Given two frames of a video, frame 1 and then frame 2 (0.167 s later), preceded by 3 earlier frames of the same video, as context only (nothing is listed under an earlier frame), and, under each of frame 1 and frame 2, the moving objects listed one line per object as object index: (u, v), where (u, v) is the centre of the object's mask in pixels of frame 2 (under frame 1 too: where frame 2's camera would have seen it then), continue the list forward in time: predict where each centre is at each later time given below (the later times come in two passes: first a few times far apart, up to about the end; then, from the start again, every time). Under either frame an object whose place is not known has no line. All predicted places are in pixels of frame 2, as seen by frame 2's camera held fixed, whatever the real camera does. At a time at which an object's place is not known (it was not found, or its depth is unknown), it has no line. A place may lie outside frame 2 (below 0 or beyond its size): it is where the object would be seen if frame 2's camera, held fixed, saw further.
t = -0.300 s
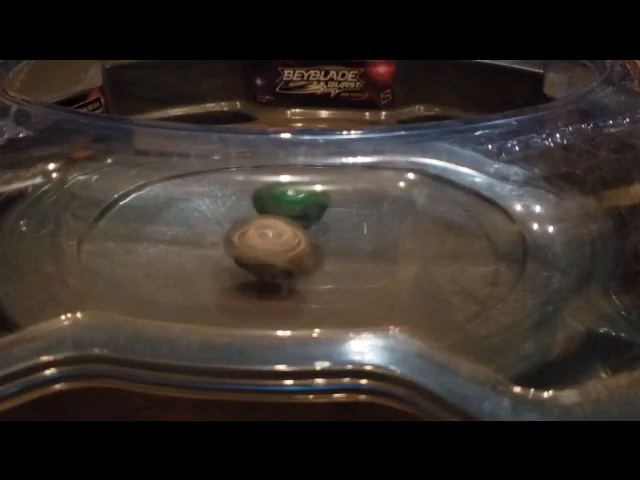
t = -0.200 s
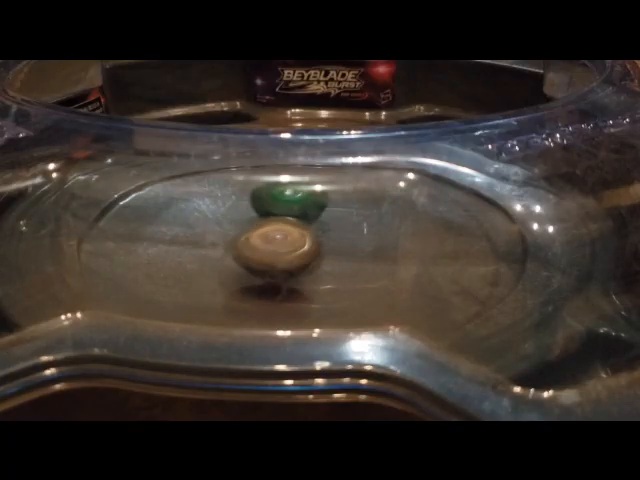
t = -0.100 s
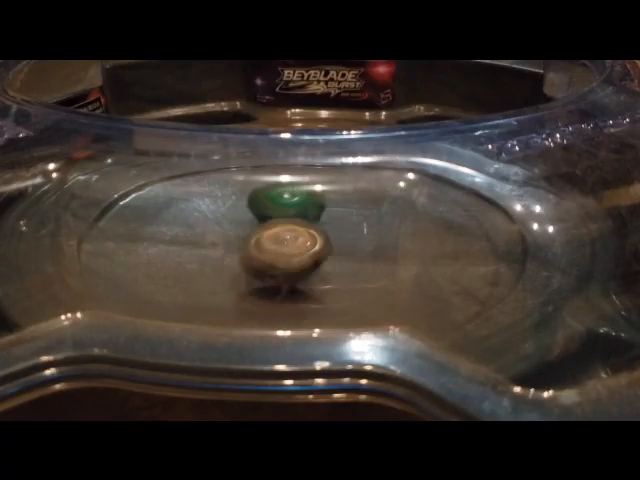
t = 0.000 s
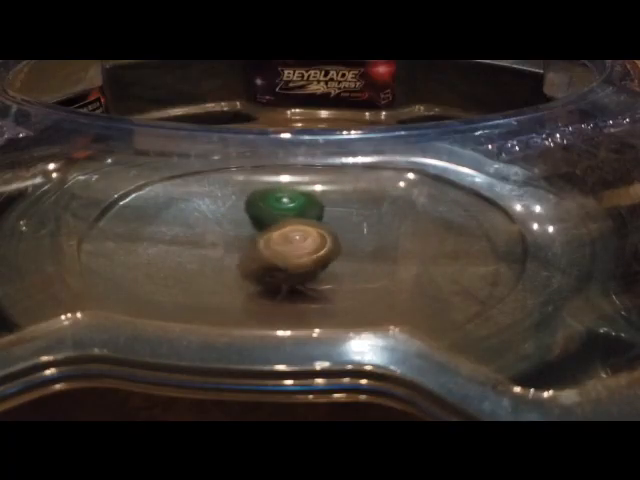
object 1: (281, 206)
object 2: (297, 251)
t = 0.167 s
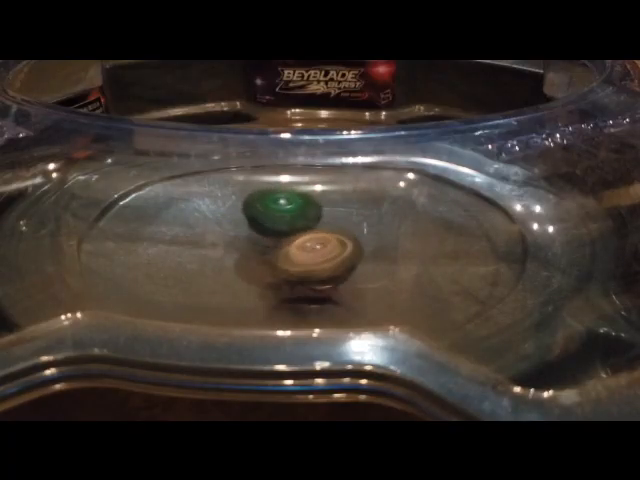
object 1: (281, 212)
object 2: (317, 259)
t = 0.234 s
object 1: (281, 215)
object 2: (320, 265)
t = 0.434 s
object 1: (273, 223)
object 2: (331, 259)
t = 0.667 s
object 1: (273, 223)
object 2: (338, 257)
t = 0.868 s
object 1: (251, 215)
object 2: (374, 256)
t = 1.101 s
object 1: (253, 214)
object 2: (378, 249)
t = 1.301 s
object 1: (265, 215)
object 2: (371, 244)
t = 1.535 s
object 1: (279, 217)
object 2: (372, 233)
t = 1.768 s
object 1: (268, 214)
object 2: (407, 224)
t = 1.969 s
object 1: (268, 212)
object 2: (421, 221)
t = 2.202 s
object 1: (285, 215)
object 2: (394, 230)
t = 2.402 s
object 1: (256, 216)
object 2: (400, 227)
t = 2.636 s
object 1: (246, 217)
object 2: (382, 223)
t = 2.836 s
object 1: (259, 220)
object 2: (357, 214)
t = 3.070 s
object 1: (285, 230)
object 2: (339, 202)
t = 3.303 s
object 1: (315, 235)
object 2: (330, 196)
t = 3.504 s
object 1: (337, 234)
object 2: (320, 198)
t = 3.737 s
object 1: (352, 233)
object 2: (302, 203)
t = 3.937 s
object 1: (350, 229)
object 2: (287, 205)
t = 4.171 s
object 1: (356, 228)
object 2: (256, 199)
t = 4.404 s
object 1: (345, 228)
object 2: (252, 201)
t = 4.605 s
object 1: (332, 230)
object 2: (255, 207)
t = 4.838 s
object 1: (325, 233)
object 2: (251, 210)
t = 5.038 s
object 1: (323, 235)
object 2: (249, 214)
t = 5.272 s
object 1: (326, 240)
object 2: (252, 216)
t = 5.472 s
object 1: (363, 246)
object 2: (228, 210)
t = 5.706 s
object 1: (369, 240)
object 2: (242, 218)
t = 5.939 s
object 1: (359, 229)
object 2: (263, 223)
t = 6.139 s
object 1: (340, 223)
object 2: (250, 235)
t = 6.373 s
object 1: (312, 217)
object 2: (233, 237)
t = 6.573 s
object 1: (301, 214)
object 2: (231, 238)
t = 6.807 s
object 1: (298, 211)
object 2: (238, 246)
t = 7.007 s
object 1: (301, 211)
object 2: (254, 250)
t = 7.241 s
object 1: (310, 212)
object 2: (272, 257)
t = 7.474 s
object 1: (321, 214)
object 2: (286, 259)
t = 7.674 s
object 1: (331, 215)
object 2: (293, 260)
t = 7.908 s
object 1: (336, 212)
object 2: (299, 257)
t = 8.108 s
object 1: (332, 210)
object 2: (309, 257)
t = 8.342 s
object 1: (320, 209)
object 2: (309, 259)
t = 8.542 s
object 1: (309, 209)
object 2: (310, 260)
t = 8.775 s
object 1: (305, 211)
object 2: (314, 266)
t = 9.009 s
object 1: (304, 210)
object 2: (319, 265)
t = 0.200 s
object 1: (281, 213)
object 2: (319, 265)
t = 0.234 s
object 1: (281, 215)
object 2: (320, 265)
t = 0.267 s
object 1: (280, 216)
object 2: (322, 265)
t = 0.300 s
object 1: (279, 219)
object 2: (324, 265)
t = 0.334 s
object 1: (279, 220)
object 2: (324, 265)
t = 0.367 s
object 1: (278, 221)
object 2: (326, 265)
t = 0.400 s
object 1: (275, 222)
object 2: (329, 265)
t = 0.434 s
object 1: (273, 223)
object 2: (331, 259)
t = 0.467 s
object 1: (273, 223)
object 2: (332, 259)
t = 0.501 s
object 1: (272, 223)
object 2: (331, 259)
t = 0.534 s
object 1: (270, 223)
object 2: (335, 259)
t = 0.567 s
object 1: (270, 223)
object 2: (338, 259)
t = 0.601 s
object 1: (270, 223)
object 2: (338, 259)
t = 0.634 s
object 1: (271, 223)
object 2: (338, 258)
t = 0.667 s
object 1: (273, 223)
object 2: (338, 257)
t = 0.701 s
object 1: (273, 223)
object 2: (337, 256)
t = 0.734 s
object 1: (271, 222)
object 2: (342, 256)
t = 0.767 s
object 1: (261, 220)
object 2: (358, 256)
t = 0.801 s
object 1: (254, 218)
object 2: (368, 258)
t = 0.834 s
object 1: (252, 216)
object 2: (372, 257)
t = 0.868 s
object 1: (251, 215)
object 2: (374, 256)
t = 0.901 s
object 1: (251, 215)
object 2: (377, 254)
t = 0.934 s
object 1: (251, 214)
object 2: (379, 254)
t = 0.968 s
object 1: (251, 214)
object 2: (379, 253)
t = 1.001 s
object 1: (251, 214)
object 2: (379, 251)
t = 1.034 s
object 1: (251, 214)
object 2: (379, 251)
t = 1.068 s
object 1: (252, 214)
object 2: (379, 250)
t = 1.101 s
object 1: (253, 214)
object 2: (378, 249)
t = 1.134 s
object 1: (254, 214)
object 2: (377, 249)
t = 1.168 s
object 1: (256, 214)
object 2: (376, 248)
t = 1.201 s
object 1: (257, 214)
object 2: (375, 247)
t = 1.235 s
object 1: (259, 214)
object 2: (373, 246)
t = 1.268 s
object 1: (261, 215)
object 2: (372, 245)
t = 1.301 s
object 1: (265, 215)
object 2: (371, 244)
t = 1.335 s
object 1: (269, 216)
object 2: (369, 243)
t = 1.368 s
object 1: (273, 216)
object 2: (367, 242)
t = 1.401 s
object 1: (278, 218)
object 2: (366, 241)
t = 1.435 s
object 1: (282, 219)
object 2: (364, 238)
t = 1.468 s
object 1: (281, 220)
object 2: (366, 235)
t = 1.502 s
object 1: (278, 218)
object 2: (371, 234)
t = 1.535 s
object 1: (279, 217)
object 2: (372, 233)
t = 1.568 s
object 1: (282, 217)
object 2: (373, 231)
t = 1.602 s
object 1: (284, 219)
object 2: (374, 229)
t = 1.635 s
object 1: (286, 219)
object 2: (374, 228)
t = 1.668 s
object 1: (289, 219)
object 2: (374, 228)
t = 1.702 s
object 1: (289, 219)
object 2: (377, 227)
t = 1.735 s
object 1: (277, 216)
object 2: (395, 226)
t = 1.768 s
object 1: (268, 214)
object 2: (407, 224)
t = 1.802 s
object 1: (264, 213)
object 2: (412, 223)
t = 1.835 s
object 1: (264, 213)
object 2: (418, 223)
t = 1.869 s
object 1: (264, 212)
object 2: (420, 222)
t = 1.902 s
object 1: (265, 212)
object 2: (422, 221)
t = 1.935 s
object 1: (266, 212)
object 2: (421, 222)
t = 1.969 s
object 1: (268, 212)
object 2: (421, 221)
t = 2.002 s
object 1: (269, 212)
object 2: (419, 221)
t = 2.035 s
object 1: (272, 213)
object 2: (416, 222)
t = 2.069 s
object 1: (275, 213)
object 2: (413, 222)
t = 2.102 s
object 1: (277, 214)
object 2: (410, 223)
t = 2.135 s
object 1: (279, 214)
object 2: (406, 225)
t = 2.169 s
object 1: (282, 214)
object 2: (400, 228)
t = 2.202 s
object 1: (285, 215)
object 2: (394, 230)
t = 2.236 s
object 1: (288, 215)
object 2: (388, 230)
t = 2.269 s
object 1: (291, 216)
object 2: (380, 230)
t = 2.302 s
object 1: (291, 216)
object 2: (375, 231)
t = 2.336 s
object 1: (275, 215)
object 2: (390, 229)
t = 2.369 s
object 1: (262, 216)
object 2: (398, 227)
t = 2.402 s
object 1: (256, 216)
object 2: (400, 227)
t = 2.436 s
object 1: (252, 216)
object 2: (398, 227)
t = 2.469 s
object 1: (250, 216)
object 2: (396, 225)
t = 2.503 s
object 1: (248, 215)
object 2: (394, 226)
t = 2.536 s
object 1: (247, 215)
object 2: (391, 224)
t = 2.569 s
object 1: (246, 216)
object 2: (389, 224)
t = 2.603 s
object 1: (245, 216)
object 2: (386, 224)
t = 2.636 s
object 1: (246, 217)
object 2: (382, 223)
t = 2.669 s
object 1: (247, 217)
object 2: (378, 222)
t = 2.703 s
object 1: (248, 217)
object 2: (375, 220)
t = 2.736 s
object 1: (250, 218)
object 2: (371, 219)
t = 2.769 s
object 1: (252, 219)
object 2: (367, 217)
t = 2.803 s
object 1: (256, 219)
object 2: (362, 216)
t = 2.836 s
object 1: (259, 220)
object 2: (357, 214)
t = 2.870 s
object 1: (264, 222)
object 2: (352, 213)
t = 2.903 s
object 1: (268, 223)
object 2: (348, 212)
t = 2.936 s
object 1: (273, 224)
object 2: (345, 211)
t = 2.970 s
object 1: (275, 226)
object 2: (343, 210)
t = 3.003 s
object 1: (277, 227)
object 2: (343, 207)
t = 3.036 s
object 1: (281, 228)
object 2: (341, 205)
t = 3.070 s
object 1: (285, 230)
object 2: (339, 202)
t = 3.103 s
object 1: (288, 231)
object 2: (337, 200)
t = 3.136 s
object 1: (293, 232)
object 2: (336, 199)
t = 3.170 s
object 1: (297, 233)
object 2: (335, 198)
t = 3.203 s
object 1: (303, 234)
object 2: (334, 197)
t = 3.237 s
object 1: (307, 234)
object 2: (333, 196)
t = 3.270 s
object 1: (311, 235)
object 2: (332, 196)
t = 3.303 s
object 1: (315, 235)
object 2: (330, 196)
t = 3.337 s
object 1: (319, 235)
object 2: (329, 197)
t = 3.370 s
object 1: (322, 235)
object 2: (326, 196)
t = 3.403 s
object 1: (326, 236)
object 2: (324, 197)
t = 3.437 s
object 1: (329, 235)
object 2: (323, 198)
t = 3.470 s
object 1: (333, 235)
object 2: (321, 198)
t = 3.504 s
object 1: (337, 234)
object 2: (320, 198)
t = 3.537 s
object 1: (339, 233)
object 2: (318, 198)
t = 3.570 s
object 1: (343, 234)
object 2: (316, 199)
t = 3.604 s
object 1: (345, 234)
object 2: (314, 200)
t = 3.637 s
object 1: (348, 233)
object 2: (312, 201)
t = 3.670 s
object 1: (348, 233)
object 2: (309, 201)
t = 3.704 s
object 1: (351, 233)
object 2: (305, 202)
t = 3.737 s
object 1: (352, 233)
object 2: (302, 203)
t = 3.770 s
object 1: (353, 232)
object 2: (298, 204)
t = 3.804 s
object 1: (352, 232)
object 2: (295, 205)
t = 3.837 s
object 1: (353, 231)
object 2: (293, 205)
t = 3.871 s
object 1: (352, 231)
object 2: (290, 205)
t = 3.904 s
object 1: (351, 230)
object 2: (289, 205)
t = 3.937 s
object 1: (350, 229)
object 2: (287, 205)
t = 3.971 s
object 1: (348, 228)
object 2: (285, 205)
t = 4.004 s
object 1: (346, 227)
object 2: (283, 205)
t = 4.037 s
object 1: (346, 227)
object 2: (280, 204)
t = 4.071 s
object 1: (353, 227)
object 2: (269, 203)
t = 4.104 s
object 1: (356, 228)
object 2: (263, 201)
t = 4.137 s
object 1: (356, 228)
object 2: (259, 200)
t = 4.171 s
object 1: (356, 228)
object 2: (256, 199)
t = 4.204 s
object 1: (355, 229)
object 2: (253, 198)
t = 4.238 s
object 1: (355, 228)
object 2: (252, 199)
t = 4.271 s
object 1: (353, 228)
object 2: (251, 199)
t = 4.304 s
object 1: (352, 228)
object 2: (251, 199)
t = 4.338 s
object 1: (350, 228)
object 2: (251, 199)
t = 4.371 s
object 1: (347, 228)
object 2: (252, 200)
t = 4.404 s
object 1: (345, 228)
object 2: (252, 201)
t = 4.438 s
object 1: (342, 228)
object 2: (253, 202)
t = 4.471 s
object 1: (339, 228)
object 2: (254, 203)
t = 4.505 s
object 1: (336, 228)
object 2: (255, 206)
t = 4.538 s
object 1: (333, 228)
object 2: (256, 206)
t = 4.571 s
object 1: (330, 228)
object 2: (258, 207)
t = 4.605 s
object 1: (332, 230)
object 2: (255, 207)
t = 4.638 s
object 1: (332, 230)
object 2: (255, 207)
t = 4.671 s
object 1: (330, 231)
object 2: (255, 207)
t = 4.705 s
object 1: (328, 231)
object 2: (255, 208)
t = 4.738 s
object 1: (326, 231)
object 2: (255, 209)
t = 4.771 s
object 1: (326, 232)
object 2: (253, 210)
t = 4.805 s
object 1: (326, 232)
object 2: (252, 210)
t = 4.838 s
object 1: (325, 233)
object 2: (251, 210)
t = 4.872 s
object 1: (325, 233)
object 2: (250, 211)
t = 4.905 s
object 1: (324, 234)
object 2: (249, 212)
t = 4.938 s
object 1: (323, 234)
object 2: (249, 212)
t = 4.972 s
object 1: (323, 235)
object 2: (249, 213)
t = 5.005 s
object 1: (323, 235)
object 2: (248, 214)
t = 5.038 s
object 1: (323, 235)
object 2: (249, 214)
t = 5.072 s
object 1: (323, 236)
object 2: (249, 215)
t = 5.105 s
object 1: (325, 236)
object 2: (249, 214)
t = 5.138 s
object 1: (325, 238)
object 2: (249, 214)
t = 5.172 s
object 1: (325, 239)
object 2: (250, 214)
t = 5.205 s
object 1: (325, 239)
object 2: (251, 215)
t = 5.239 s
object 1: (325, 239)
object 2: (251, 215)
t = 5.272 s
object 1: (326, 240)
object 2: (252, 216)
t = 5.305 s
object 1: (327, 240)
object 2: (252, 216)
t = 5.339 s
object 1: (343, 242)
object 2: (239, 213)
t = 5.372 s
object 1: (353, 245)
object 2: (230, 211)
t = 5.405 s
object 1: (357, 245)
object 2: (227, 210)
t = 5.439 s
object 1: (361, 246)
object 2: (227, 210)
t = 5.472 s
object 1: (363, 246)
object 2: (228, 210)
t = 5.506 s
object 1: (365, 245)
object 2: (229, 211)
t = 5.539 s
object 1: (367, 245)
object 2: (231, 211)
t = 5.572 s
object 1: (369, 244)
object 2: (232, 211)
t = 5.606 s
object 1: (370, 243)
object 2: (234, 215)
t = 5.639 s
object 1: (370, 243)
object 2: (237, 216)
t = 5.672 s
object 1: (370, 241)
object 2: (241, 212)
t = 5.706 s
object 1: (369, 240)
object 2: (242, 218)
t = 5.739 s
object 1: (368, 239)
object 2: (246, 219)
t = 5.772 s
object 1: (366, 238)
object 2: (251, 223)
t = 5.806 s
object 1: (364, 237)
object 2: (254, 225)
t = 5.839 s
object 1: (360, 234)
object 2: (261, 225)
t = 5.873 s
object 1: (356, 233)
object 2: (268, 227)
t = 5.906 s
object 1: (355, 231)
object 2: (270, 228)
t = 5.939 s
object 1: (359, 229)
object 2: (263, 223)
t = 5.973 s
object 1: (358, 228)
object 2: (259, 224)
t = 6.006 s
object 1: (354, 227)
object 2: (258, 225)
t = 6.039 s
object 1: (350, 226)
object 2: (256, 231)
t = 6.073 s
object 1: (346, 225)
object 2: (254, 233)
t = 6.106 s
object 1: (341, 224)
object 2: (254, 233)
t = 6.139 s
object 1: (340, 223)
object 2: (250, 235)
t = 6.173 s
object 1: (338, 222)
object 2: (245, 236)
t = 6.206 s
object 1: (333, 220)
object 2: (242, 237)
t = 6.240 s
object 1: (329, 220)
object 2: (240, 237)
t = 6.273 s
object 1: (325, 219)
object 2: (238, 237)
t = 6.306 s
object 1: (321, 218)
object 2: (237, 237)
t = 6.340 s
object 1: (316, 218)
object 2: (234, 238)
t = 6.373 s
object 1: (312, 217)
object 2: (233, 237)
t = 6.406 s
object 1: (310, 216)
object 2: (231, 237)
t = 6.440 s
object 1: (308, 216)
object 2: (232, 237)
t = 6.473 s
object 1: (307, 215)
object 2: (230, 238)
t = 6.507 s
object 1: (305, 215)
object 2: (230, 238)
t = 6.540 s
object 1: (303, 214)
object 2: (231, 238)
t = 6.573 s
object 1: (301, 214)
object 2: (231, 238)
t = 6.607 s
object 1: (299, 213)
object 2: (232, 238)
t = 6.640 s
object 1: (299, 212)
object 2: (234, 240)
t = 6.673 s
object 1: (297, 212)
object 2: (235, 241)
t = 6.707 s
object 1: (297, 211)
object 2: (238, 242)
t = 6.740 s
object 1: (296, 211)
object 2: (240, 242)
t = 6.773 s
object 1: (297, 211)
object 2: (239, 244)
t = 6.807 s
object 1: (298, 211)
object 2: (238, 246)
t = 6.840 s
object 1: (299, 211)
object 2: (242, 246)
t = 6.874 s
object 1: (299, 211)
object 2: (244, 247)
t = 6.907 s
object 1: (300, 210)
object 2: (246, 248)
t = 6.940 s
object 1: (300, 210)
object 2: (250, 250)
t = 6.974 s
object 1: (301, 211)
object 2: (252, 250)
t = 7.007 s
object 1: (301, 211)
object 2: (254, 250)
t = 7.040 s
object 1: (302, 211)
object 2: (257, 250)
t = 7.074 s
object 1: (302, 212)
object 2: (259, 252)
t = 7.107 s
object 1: (305, 211)
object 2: (262, 251)
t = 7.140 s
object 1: (304, 212)
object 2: (263, 253)
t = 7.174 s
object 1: (306, 212)
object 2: (266, 255)
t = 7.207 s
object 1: (307, 212)
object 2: (270, 257)
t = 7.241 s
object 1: (310, 212)
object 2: (272, 257)
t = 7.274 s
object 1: (311, 213)
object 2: (274, 258)
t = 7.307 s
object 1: (311, 213)
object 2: (276, 258)
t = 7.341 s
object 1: (314, 213)
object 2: (279, 258)
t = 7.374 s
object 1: (316, 214)
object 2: (281, 258)
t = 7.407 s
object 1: (317, 215)
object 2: (283, 259)
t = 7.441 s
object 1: (319, 215)
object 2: (284, 259)
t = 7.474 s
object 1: (321, 214)
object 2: (286, 259)
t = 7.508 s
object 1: (323, 215)
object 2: (287, 258)
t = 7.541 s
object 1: (324, 215)
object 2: (289, 259)
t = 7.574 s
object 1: (326, 215)
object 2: (289, 259)
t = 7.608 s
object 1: (328, 215)
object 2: (290, 259)
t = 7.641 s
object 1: (330, 216)
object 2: (292, 260)
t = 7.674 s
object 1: (331, 215)
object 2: (293, 260)
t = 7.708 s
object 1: (333, 215)
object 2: (295, 260)
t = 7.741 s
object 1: (334, 215)
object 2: (296, 257)
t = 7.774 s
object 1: (335, 215)
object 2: (297, 257)
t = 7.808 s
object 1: (336, 214)
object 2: (299, 257)
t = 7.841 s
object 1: (336, 213)
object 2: (298, 260)
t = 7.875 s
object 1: (336, 212)
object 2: (300, 261)
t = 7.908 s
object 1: (336, 212)
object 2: (299, 257)
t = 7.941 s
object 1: (336, 212)
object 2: (300, 257)
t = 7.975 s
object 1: (336, 212)
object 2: (303, 260)
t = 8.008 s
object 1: (335, 211)
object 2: (305, 259)
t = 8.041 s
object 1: (335, 211)
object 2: (307, 258)
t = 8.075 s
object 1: (334, 211)
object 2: (308, 257)
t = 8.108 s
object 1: (332, 210)
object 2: (309, 257)
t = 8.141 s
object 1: (331, 210)
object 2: (310, 257)
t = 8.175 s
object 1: (328, 209)
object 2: (308, 258)
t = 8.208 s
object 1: (326, 209)
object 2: (306, 260)
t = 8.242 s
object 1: (326, 209)
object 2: (306, 259)
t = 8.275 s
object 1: (324, 210)
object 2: (307, 259)
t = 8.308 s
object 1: (321, 209)
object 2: (308, 259)
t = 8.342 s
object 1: (320, 209)
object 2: (309, 259)
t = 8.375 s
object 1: (318, 209)
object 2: (310, 260)
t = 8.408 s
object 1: (316, 209)
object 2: (312, 260)
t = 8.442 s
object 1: (315, 209)
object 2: (311, 259)
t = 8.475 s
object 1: (313, 209)
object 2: (311, 259)
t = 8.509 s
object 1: (311, 210)
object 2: (309, 260)
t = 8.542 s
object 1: (309, 209)
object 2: (310, 260)
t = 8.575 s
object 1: (309, 210)
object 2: (310, 260)
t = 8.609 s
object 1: (308, 210)
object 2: (311, 261)
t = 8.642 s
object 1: (306, 210)
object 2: (312, 261)
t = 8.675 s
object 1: (306, 210)
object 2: (313, 261)
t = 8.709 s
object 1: (305, 210)
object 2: (315, 265)
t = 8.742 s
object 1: (304, 210)
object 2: (315, 265)
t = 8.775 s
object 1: (305, 211)
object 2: (314, 266)
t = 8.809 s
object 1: (305, 210)
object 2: (315, 266)
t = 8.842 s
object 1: (304, 210)
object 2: (316, 267)
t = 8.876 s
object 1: (304, 210)
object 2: (316, 266)
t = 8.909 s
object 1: (304, 210)
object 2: (318, 266)
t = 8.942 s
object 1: (303, 210)
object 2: (319, 266)
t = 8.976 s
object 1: (304, 210)
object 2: (319, 266)
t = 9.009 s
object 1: (304, 210)
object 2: (319, 265)
